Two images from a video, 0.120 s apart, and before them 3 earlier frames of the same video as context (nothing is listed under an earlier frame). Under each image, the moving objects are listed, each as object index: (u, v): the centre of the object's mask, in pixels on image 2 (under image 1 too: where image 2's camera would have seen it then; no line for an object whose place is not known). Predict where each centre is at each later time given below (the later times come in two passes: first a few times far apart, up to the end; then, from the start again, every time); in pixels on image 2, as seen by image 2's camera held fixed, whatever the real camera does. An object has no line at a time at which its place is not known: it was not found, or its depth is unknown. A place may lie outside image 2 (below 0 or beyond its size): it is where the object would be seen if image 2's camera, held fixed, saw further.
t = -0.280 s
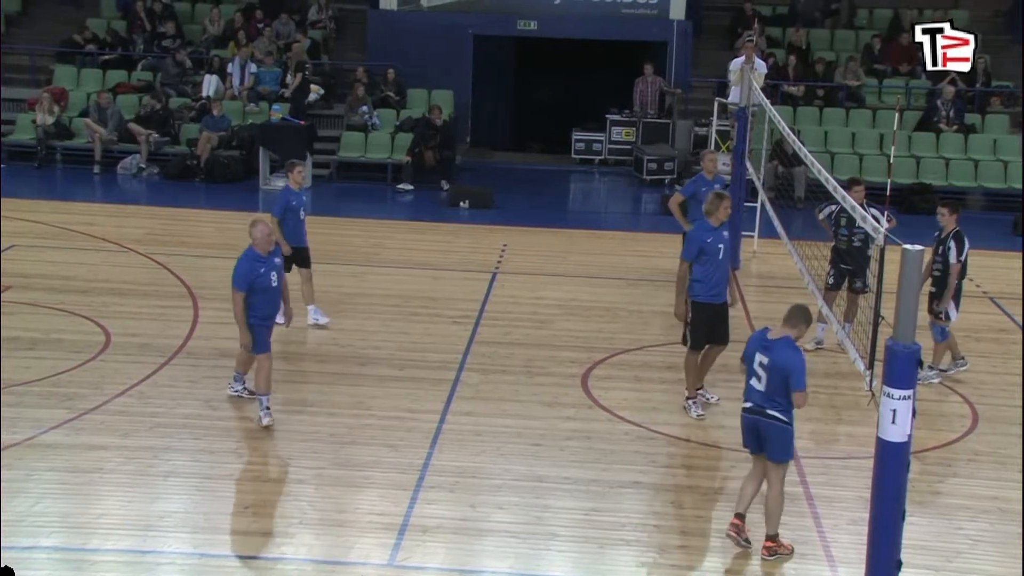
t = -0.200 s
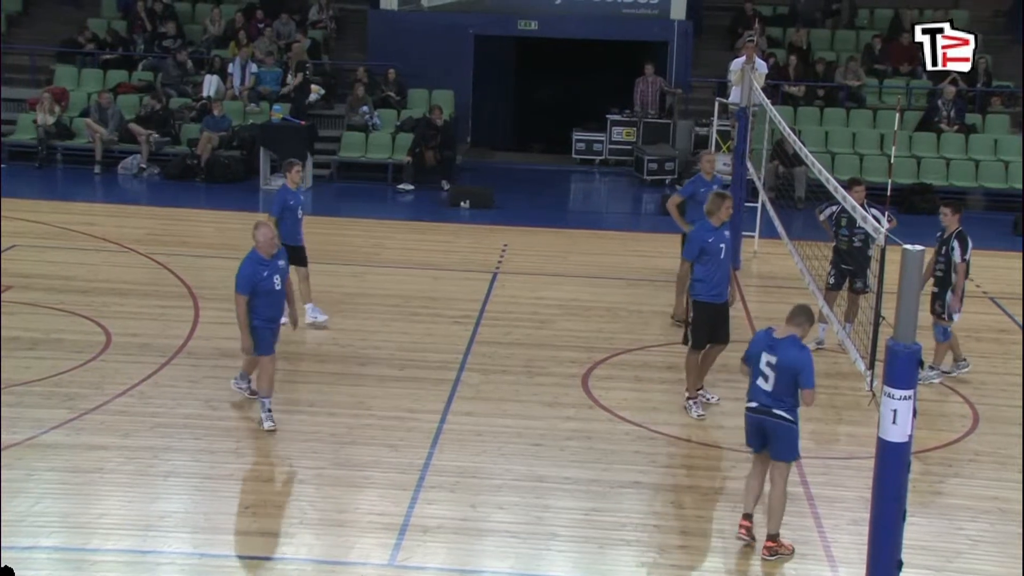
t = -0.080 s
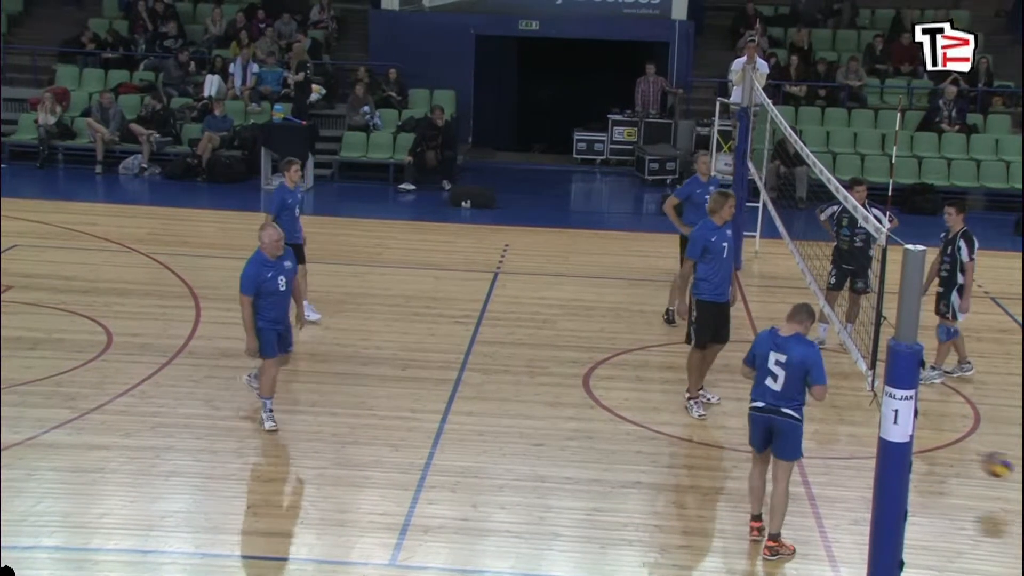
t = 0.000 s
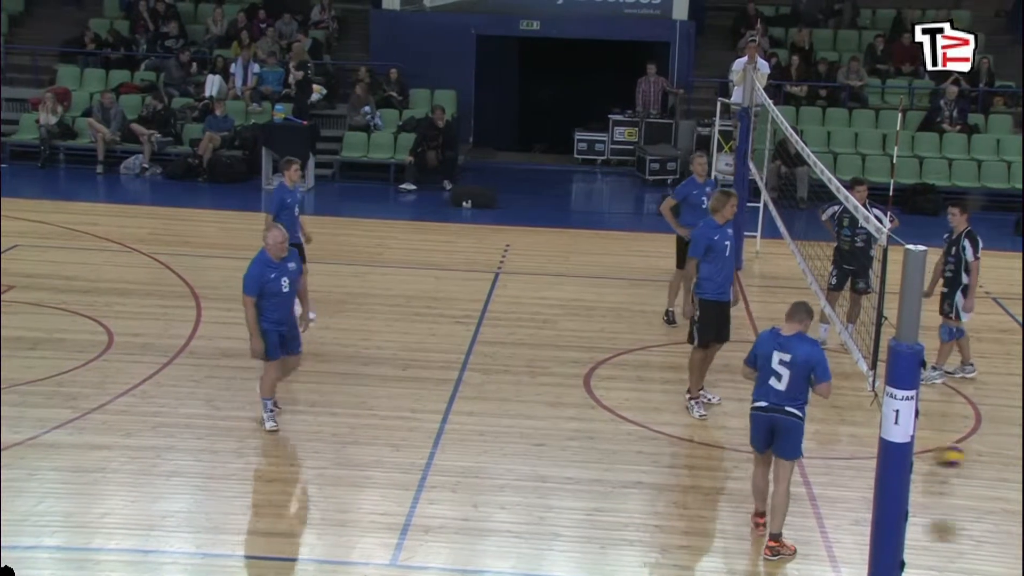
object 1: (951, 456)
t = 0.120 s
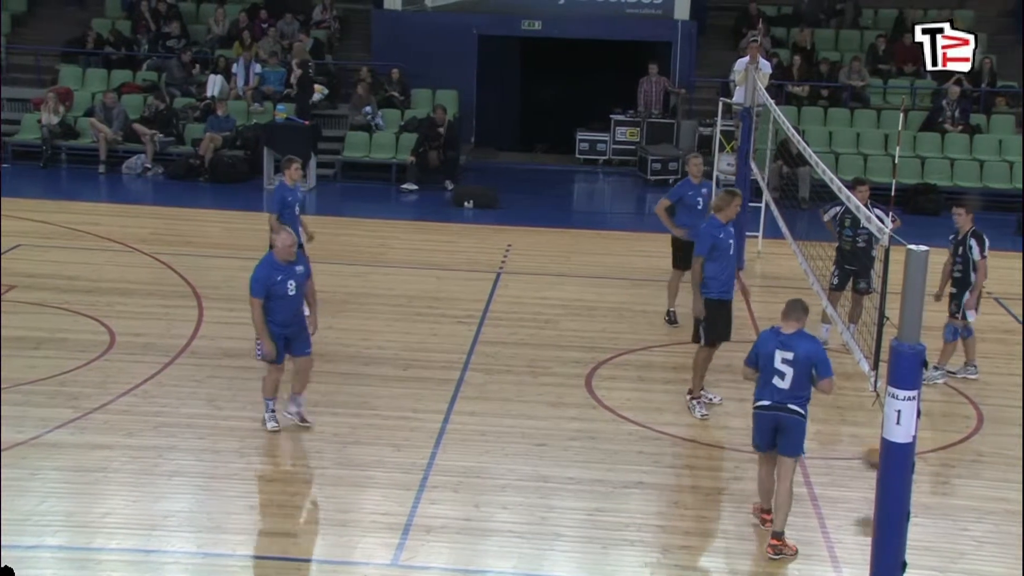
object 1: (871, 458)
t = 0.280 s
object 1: (778, 477)
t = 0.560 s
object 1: (621, 463)
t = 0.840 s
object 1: (464, 460)
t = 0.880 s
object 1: (441, 461)
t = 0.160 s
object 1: (852, 462)
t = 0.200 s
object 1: (827, 470)
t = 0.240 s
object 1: (806, 478)
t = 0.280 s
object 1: (778, 477)
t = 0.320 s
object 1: (749, 468)
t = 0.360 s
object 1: (734, 464)
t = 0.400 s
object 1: (714, 460)
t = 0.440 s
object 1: (688, 457)
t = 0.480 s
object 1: (666, 456)
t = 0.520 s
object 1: (643, 460)
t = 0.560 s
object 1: (621, 463)
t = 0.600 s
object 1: (596, 468)
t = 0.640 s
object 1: (574, 478)
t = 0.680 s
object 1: (552, 472)
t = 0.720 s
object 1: (530, 465)
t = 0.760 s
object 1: (507, 461)
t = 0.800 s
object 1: (486, 460)
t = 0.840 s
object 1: (464, 460)
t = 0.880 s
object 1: (441, 461)
